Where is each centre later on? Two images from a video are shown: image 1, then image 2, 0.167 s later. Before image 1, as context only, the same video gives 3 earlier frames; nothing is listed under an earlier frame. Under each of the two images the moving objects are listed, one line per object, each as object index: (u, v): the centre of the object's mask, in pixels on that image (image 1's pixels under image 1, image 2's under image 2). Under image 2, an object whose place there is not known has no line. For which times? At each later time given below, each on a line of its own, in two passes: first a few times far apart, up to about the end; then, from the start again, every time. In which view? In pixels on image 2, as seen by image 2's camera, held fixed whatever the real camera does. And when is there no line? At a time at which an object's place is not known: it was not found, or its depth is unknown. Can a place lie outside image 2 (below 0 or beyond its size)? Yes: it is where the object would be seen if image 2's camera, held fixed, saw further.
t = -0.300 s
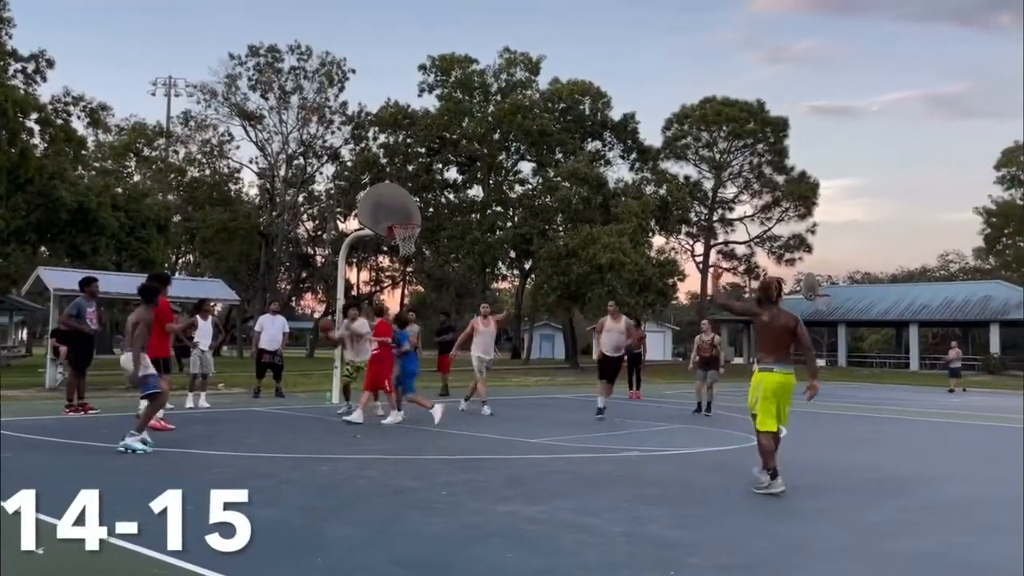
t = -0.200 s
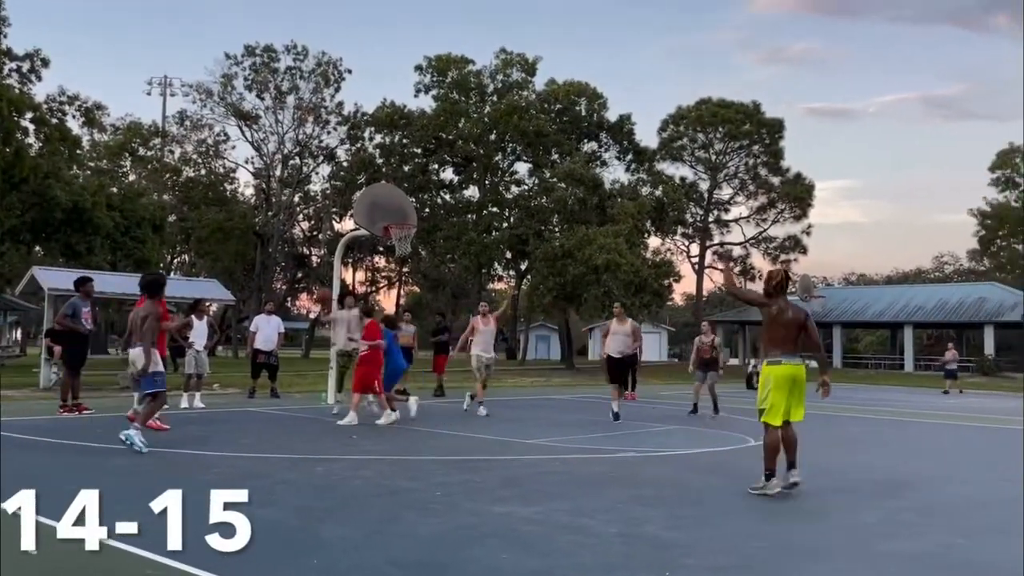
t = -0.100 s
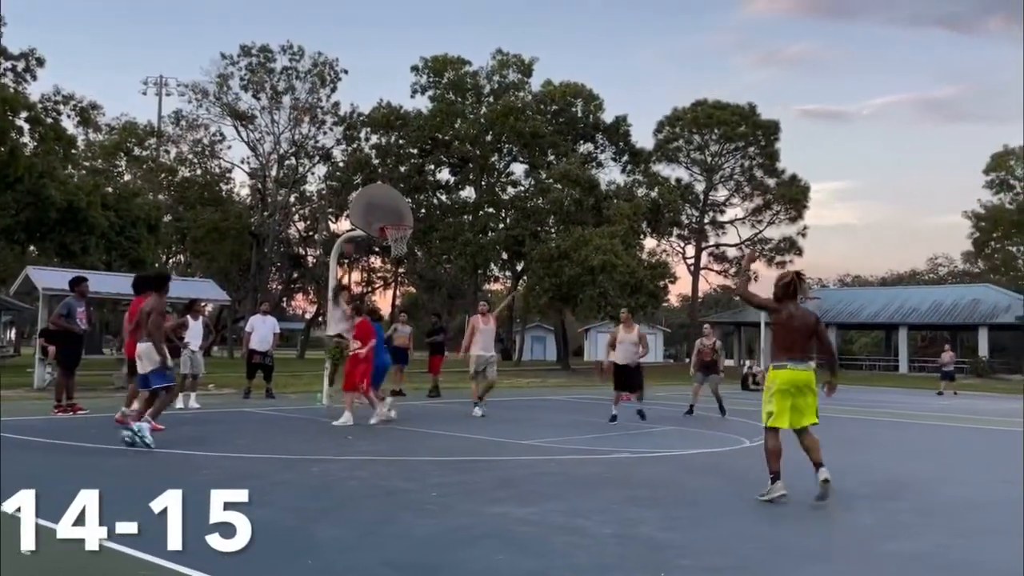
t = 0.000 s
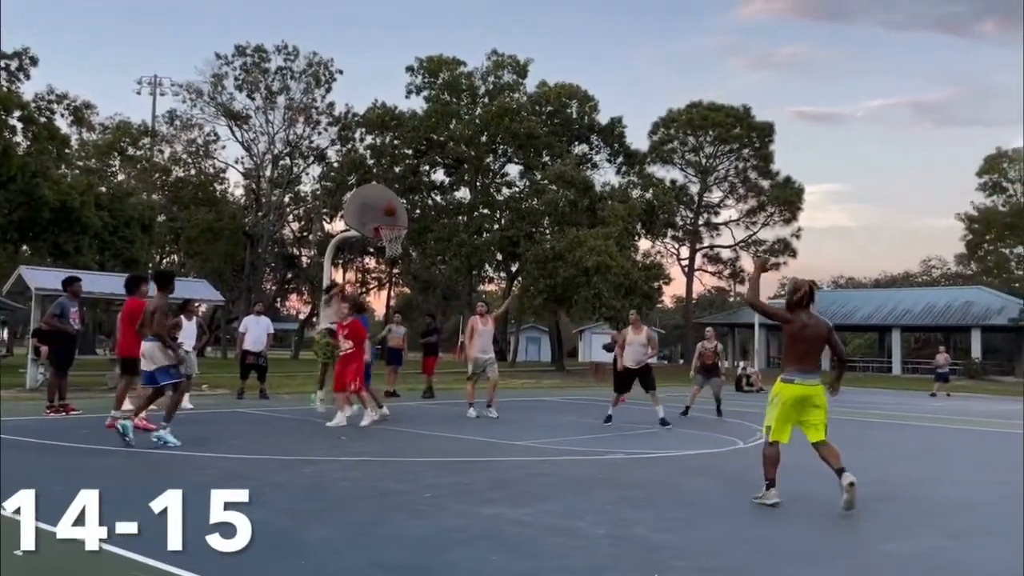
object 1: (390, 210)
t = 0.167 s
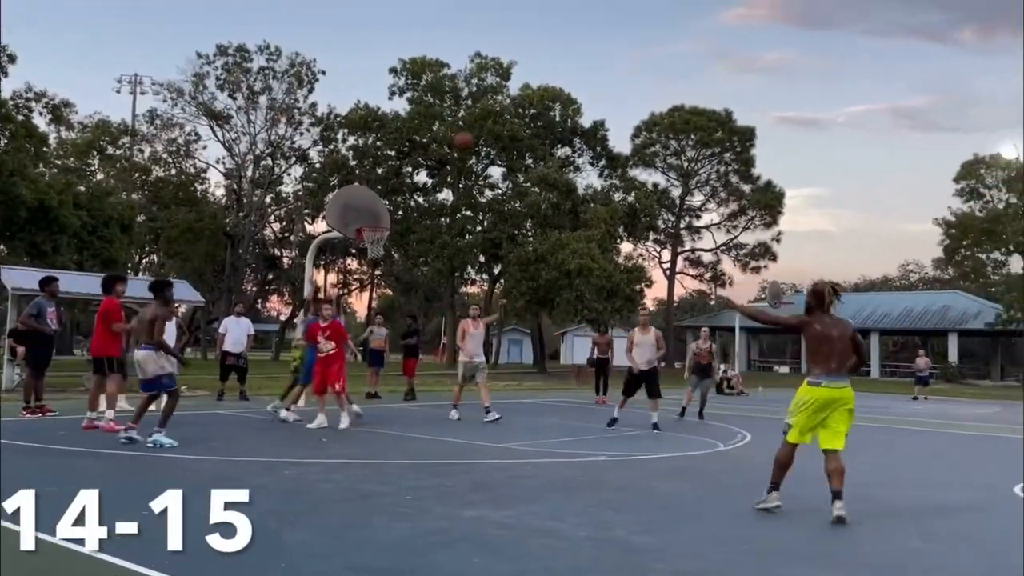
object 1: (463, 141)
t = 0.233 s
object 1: (503, 116)
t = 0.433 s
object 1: (647, 44)
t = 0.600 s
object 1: (805, 7)
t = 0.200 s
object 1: (484, 127)
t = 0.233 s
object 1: (503, 116)
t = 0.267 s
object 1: (526, 103)
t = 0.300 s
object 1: (549, 92)
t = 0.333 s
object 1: (571, 79)
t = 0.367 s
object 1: (596, 68)
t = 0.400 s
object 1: (621, 56)
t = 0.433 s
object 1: (647, 44)
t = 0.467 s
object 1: (676, 34)
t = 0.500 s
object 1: (707, 26)
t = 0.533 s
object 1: (737, 19)
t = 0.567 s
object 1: (771, 12)
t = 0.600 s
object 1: (805, 7)
